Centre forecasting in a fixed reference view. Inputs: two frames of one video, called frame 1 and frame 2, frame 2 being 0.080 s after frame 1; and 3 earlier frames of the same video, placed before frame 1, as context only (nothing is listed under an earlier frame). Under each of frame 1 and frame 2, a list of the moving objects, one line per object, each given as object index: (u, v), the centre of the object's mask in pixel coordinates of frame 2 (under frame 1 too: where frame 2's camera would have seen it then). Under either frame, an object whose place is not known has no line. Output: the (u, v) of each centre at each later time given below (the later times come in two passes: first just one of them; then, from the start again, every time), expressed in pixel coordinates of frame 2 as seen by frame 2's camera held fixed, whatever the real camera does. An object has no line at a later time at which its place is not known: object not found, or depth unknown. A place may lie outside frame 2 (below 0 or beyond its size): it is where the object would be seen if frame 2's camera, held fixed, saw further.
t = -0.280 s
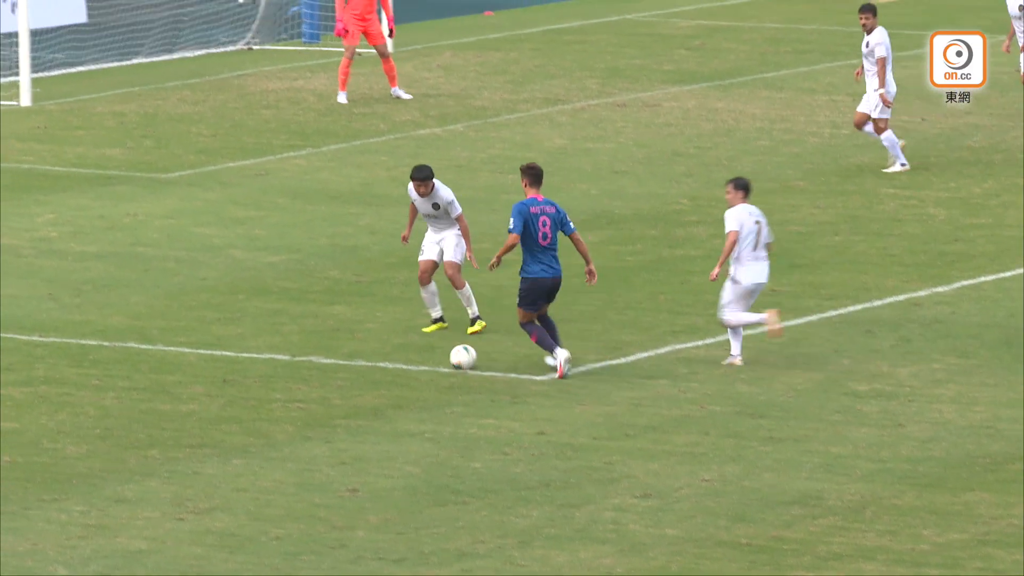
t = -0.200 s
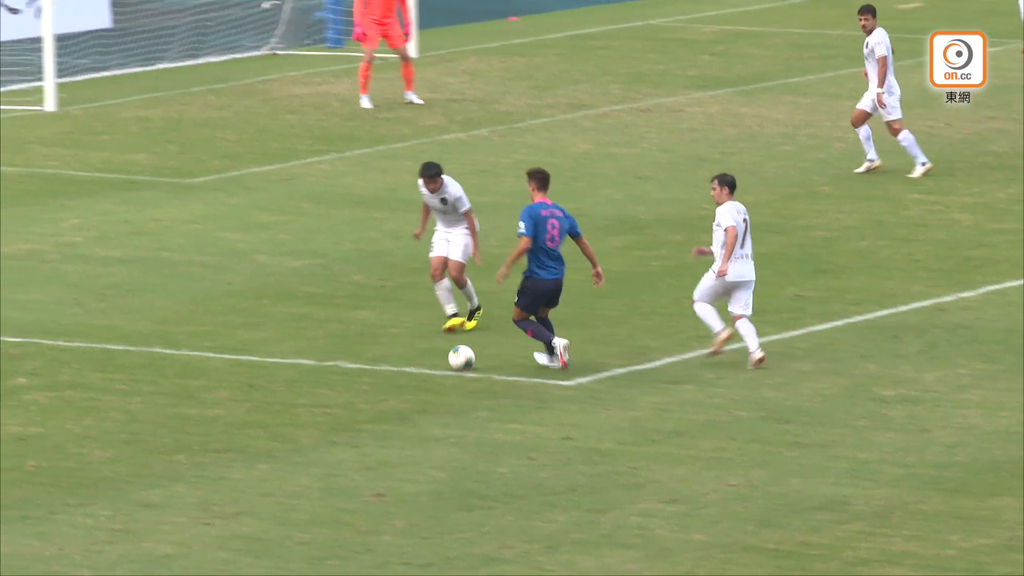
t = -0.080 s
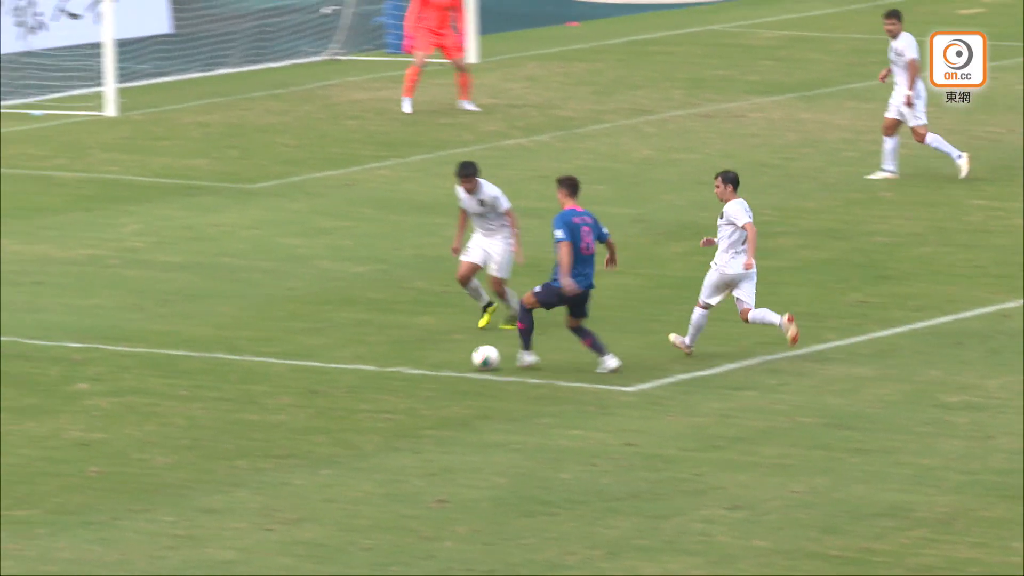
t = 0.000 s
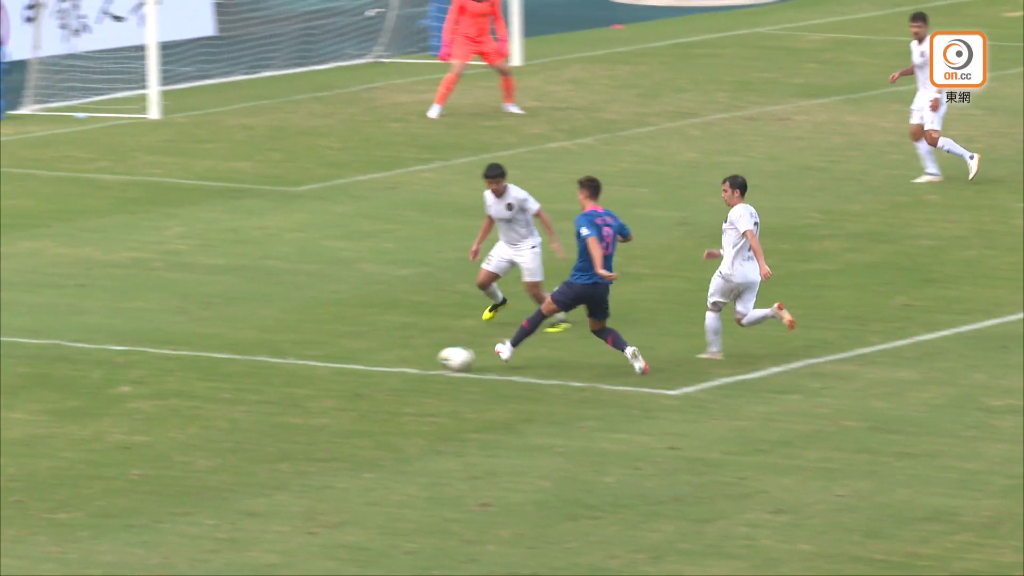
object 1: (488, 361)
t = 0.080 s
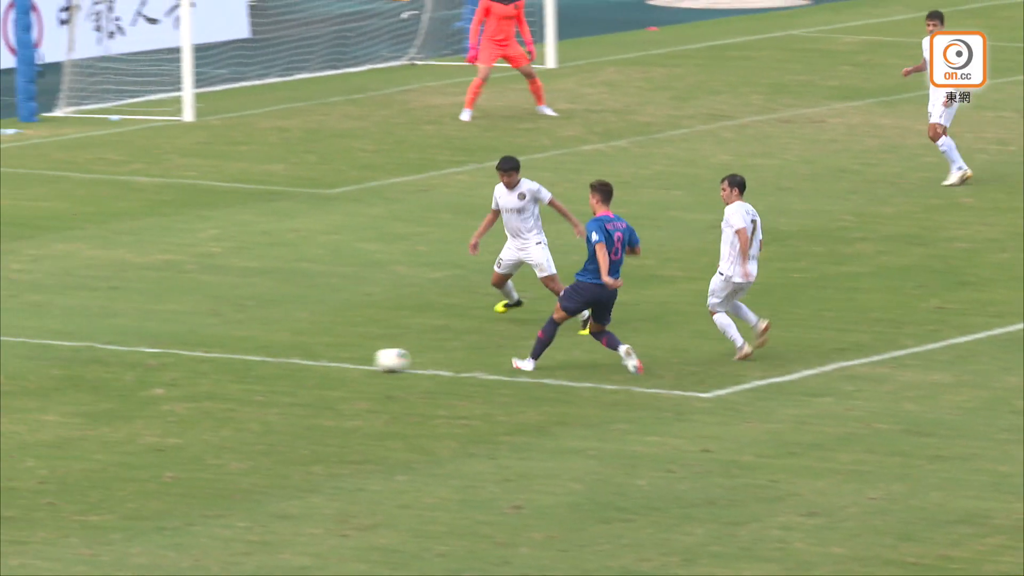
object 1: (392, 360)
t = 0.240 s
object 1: (217, 357)
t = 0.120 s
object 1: (345, 360)
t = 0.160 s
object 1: (302, 358)
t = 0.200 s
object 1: (259, 357)
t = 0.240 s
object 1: (217, 357)
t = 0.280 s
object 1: (178, 357)
